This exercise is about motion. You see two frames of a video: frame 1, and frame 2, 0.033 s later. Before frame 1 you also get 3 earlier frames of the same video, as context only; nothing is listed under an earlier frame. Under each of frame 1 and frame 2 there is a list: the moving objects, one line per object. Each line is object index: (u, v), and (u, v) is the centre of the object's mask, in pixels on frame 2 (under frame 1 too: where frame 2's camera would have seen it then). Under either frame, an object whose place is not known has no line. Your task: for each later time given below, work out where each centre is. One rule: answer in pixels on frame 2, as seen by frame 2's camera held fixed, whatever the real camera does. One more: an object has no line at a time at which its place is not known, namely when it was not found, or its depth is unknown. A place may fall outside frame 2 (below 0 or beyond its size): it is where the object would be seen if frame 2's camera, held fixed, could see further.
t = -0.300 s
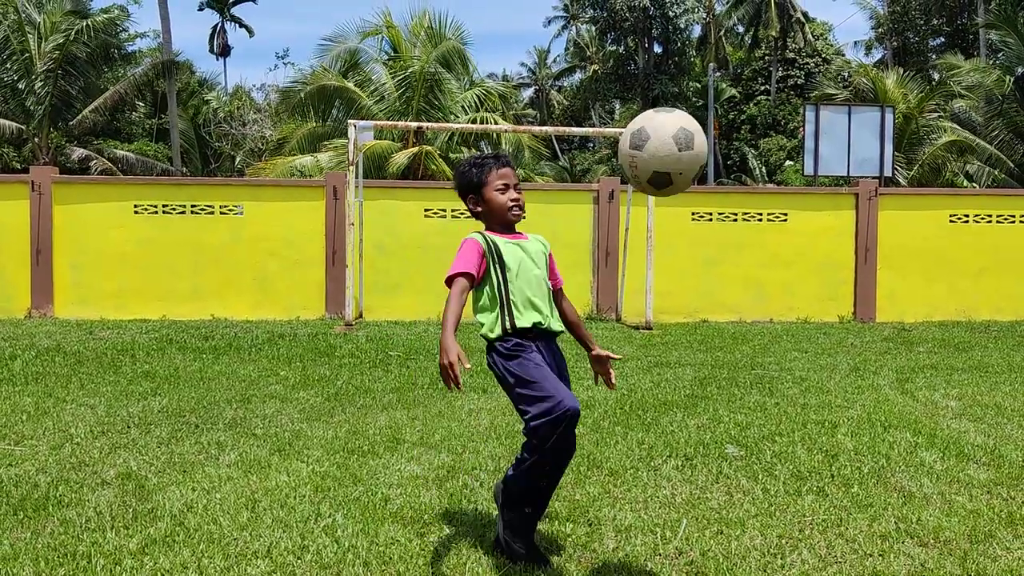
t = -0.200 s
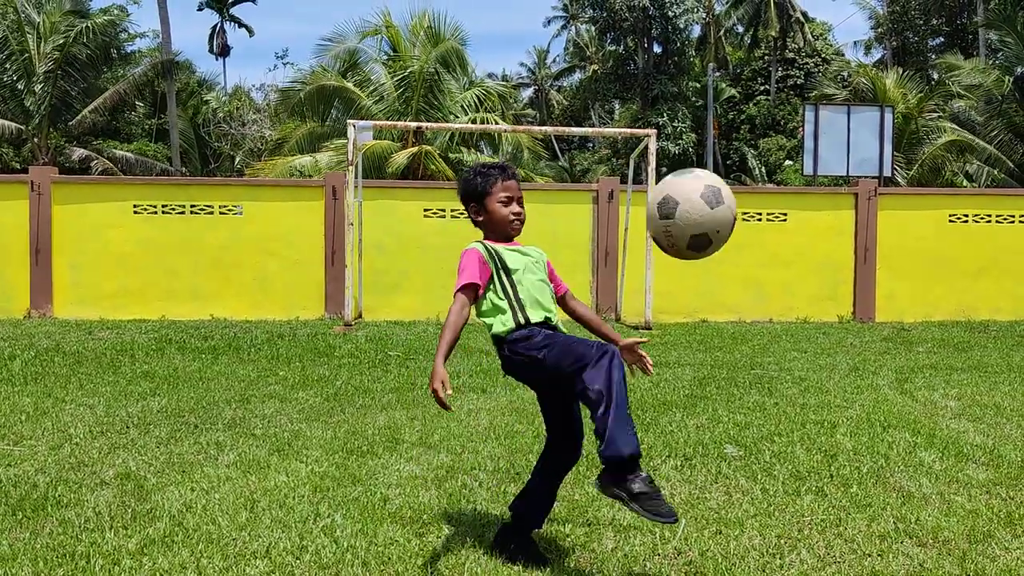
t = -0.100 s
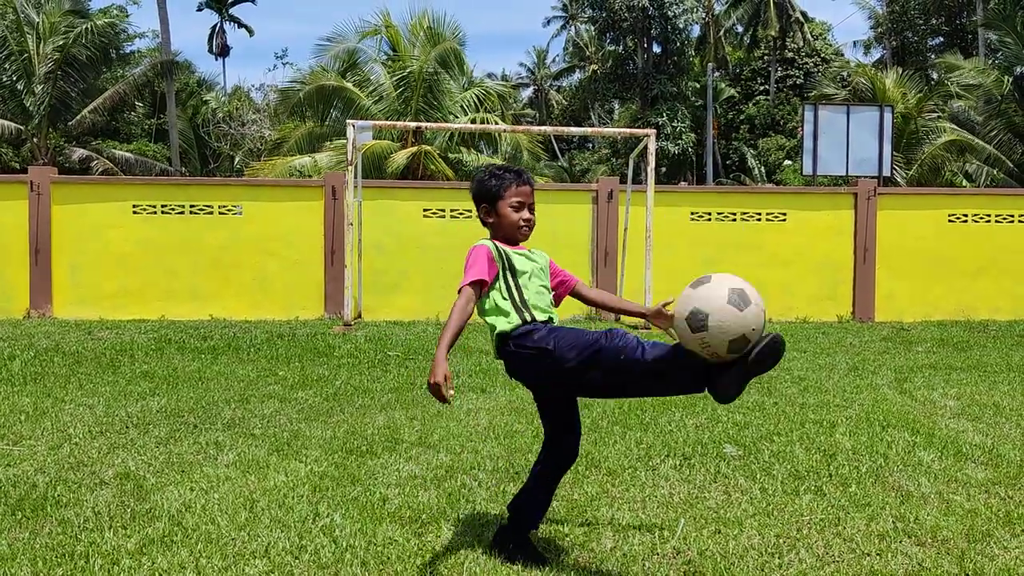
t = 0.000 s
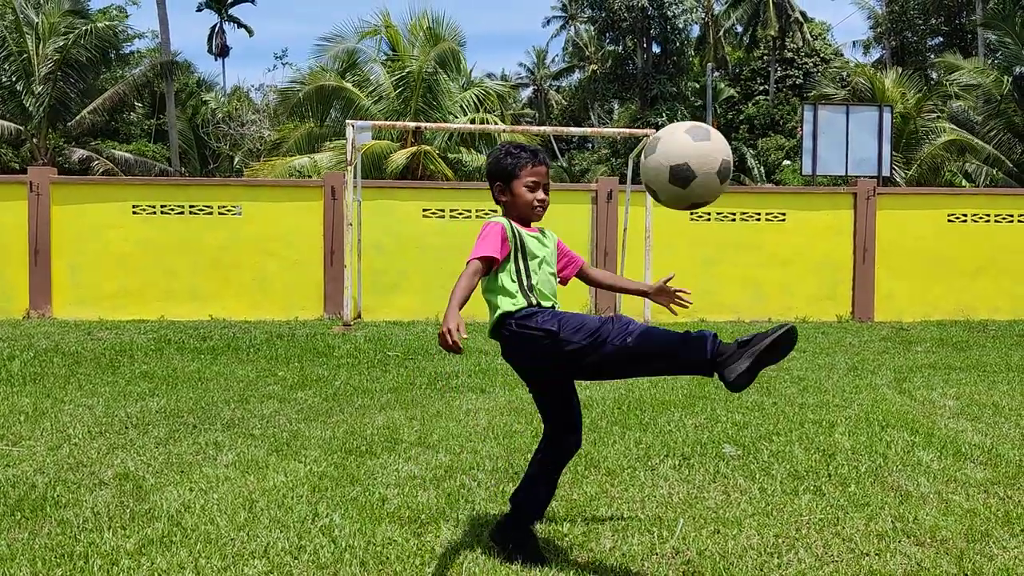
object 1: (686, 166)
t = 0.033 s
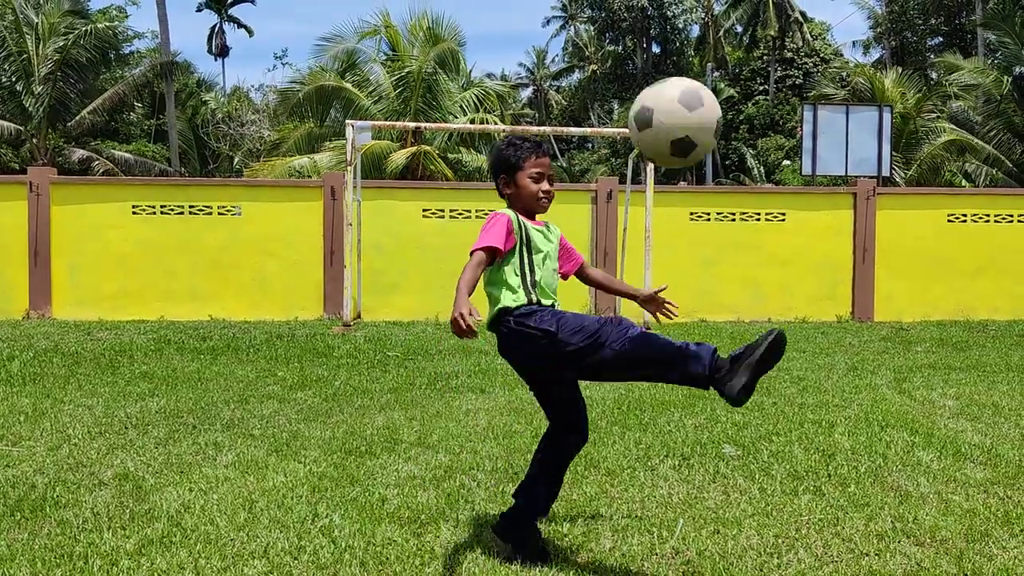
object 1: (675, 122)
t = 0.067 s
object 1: (663, 82)
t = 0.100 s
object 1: (652, 48)
